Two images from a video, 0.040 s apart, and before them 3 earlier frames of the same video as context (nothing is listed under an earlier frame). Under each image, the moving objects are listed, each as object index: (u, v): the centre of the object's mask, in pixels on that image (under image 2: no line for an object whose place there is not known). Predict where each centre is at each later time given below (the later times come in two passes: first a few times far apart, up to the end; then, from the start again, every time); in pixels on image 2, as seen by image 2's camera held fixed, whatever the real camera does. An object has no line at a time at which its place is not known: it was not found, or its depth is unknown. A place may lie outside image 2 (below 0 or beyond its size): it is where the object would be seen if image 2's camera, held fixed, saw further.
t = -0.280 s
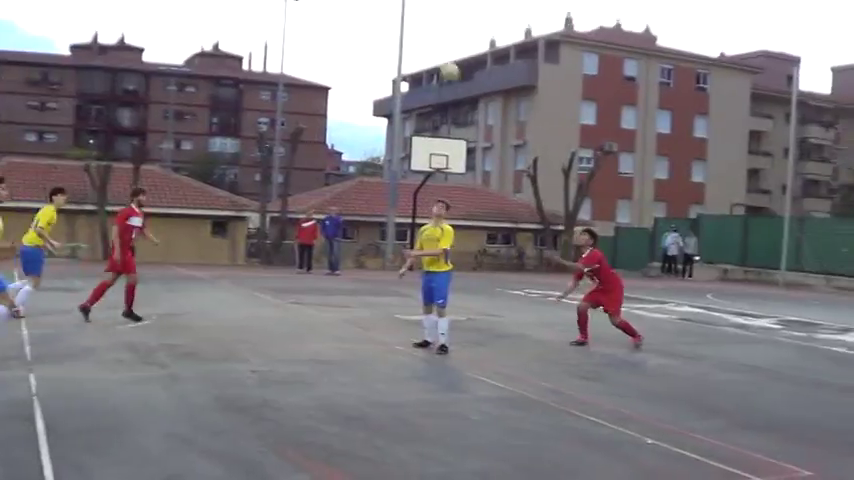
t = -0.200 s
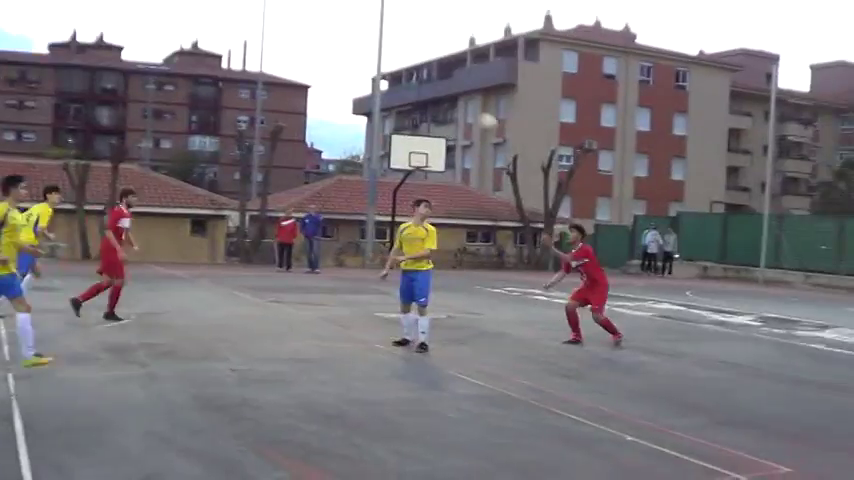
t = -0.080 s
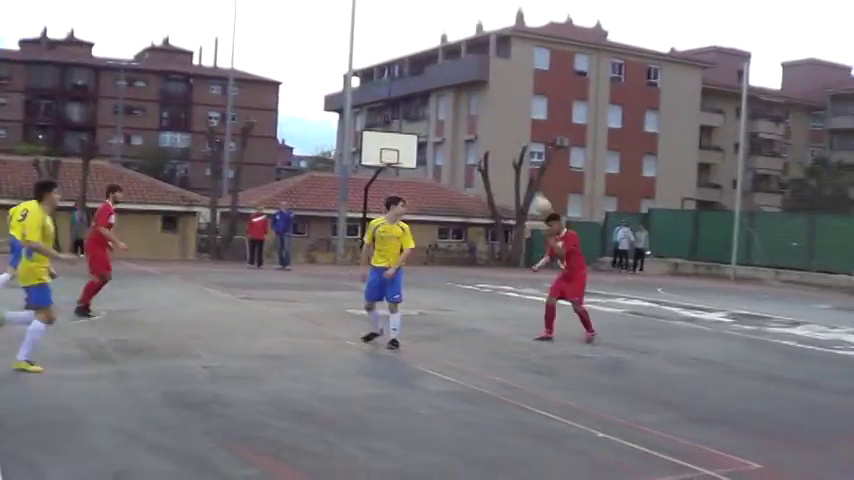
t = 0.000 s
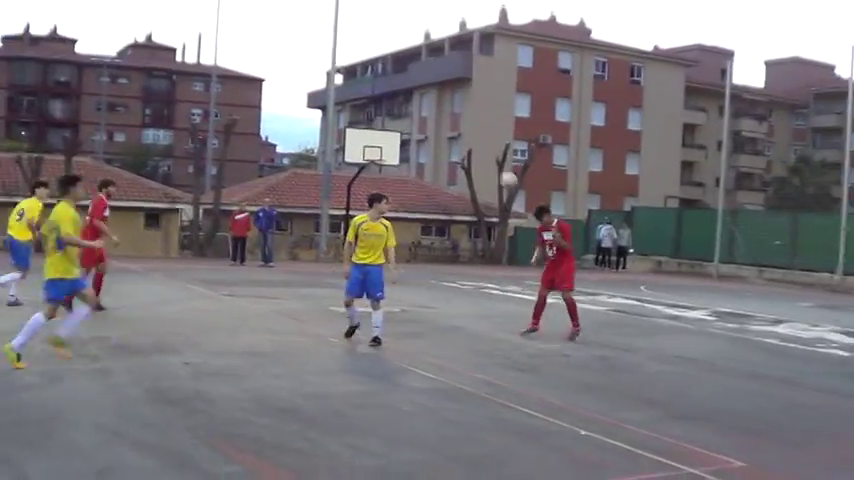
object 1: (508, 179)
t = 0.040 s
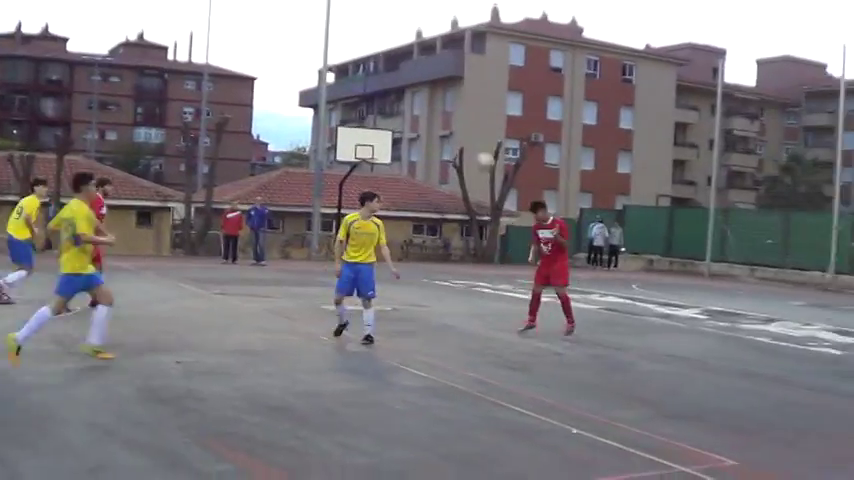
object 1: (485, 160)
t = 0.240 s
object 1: (395, 84)
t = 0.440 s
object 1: (311, 47)
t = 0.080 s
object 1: (466, 142)
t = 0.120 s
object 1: (448, 125)
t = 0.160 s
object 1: (429, 110)
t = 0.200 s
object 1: (412, 98)
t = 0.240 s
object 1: (395, 84)
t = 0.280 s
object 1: (378, 73)
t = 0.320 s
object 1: (361, 63)
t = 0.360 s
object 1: (343, 58)
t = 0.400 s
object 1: (327, 51)
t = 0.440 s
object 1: (311, 47)
